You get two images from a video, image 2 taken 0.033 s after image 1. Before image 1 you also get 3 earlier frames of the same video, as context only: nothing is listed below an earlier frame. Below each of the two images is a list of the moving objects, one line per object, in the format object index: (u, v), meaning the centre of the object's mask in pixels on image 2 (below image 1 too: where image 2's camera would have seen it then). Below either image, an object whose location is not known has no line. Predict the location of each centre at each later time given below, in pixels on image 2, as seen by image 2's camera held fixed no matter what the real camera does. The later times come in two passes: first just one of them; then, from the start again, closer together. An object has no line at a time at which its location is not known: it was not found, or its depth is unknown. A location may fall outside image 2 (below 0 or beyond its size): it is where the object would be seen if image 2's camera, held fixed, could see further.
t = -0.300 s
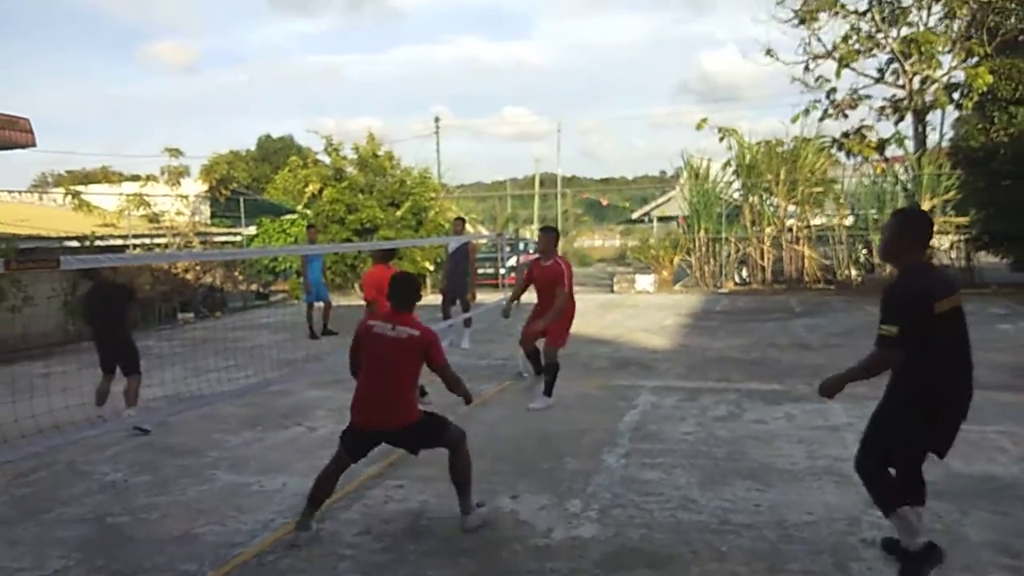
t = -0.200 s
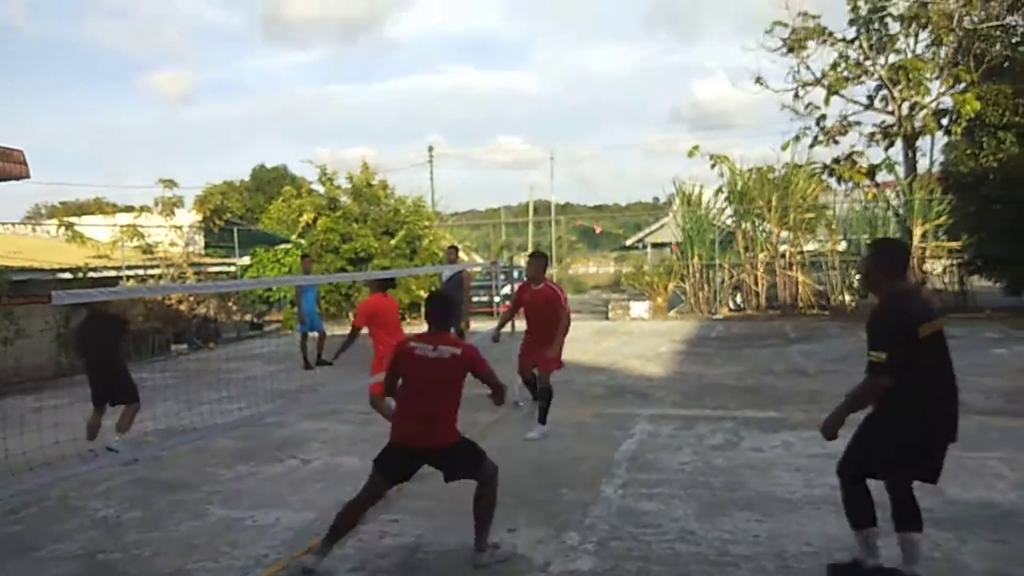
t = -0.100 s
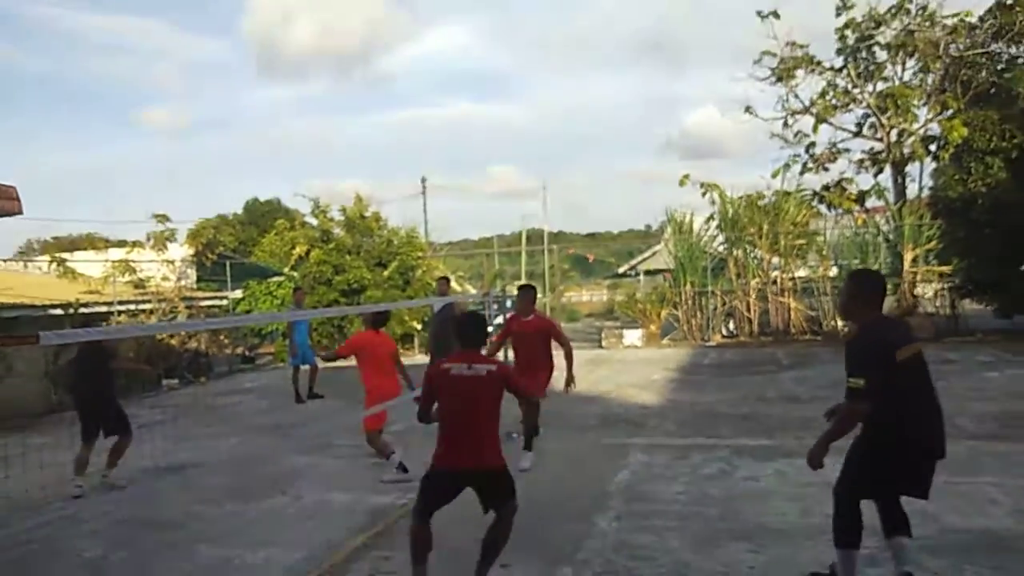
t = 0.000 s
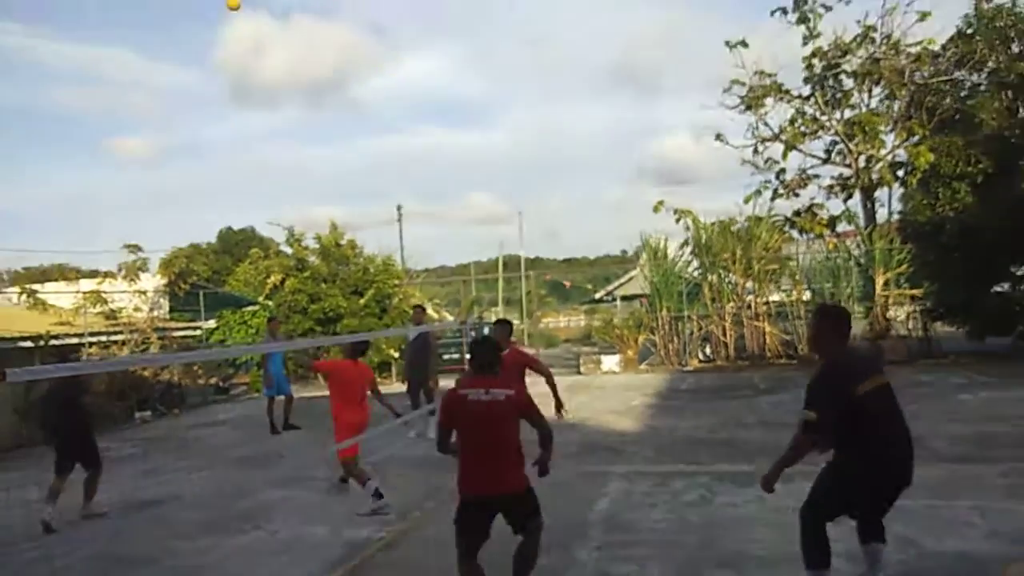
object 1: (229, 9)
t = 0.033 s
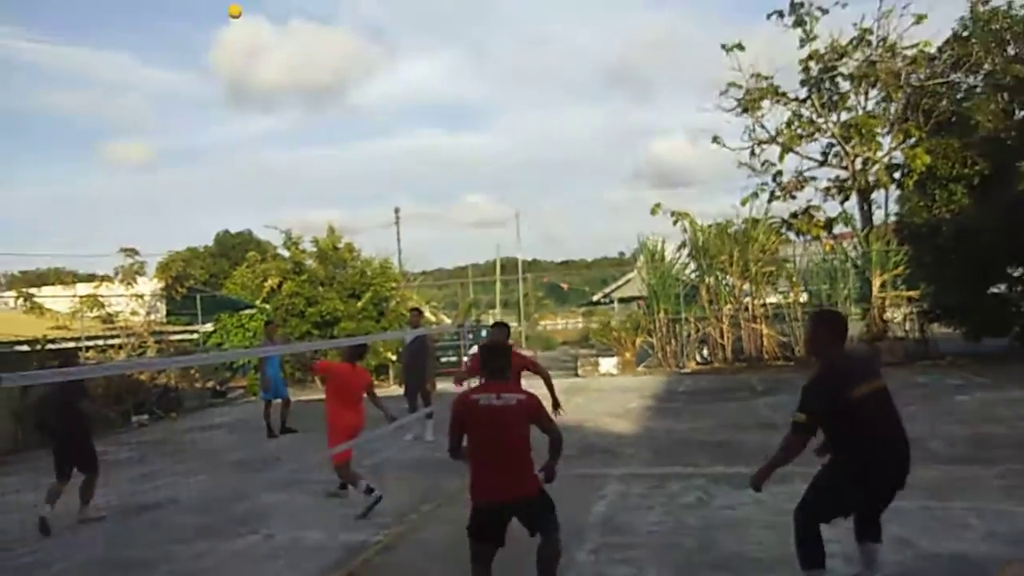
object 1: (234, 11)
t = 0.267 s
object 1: (265, 69)
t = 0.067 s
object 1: (239, 17)
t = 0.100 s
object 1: (244, 23)
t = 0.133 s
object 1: (247, 29)
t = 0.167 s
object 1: (251, 39)
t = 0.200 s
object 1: (255, 48)
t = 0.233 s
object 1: (260, 57)
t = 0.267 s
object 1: (265, 69)
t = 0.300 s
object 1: (270, 82)
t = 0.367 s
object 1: (279, 109)
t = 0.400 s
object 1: (284, 125)
